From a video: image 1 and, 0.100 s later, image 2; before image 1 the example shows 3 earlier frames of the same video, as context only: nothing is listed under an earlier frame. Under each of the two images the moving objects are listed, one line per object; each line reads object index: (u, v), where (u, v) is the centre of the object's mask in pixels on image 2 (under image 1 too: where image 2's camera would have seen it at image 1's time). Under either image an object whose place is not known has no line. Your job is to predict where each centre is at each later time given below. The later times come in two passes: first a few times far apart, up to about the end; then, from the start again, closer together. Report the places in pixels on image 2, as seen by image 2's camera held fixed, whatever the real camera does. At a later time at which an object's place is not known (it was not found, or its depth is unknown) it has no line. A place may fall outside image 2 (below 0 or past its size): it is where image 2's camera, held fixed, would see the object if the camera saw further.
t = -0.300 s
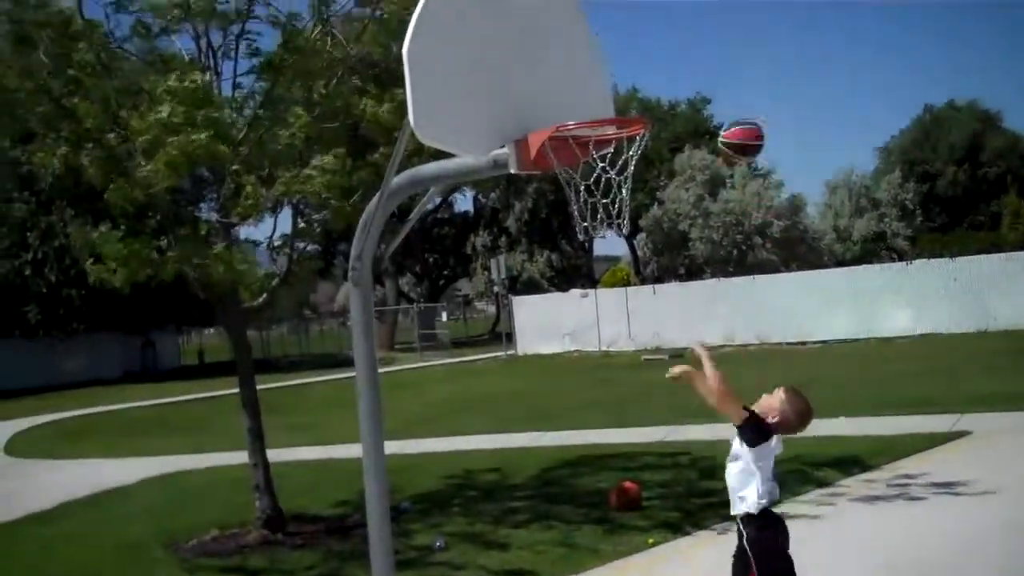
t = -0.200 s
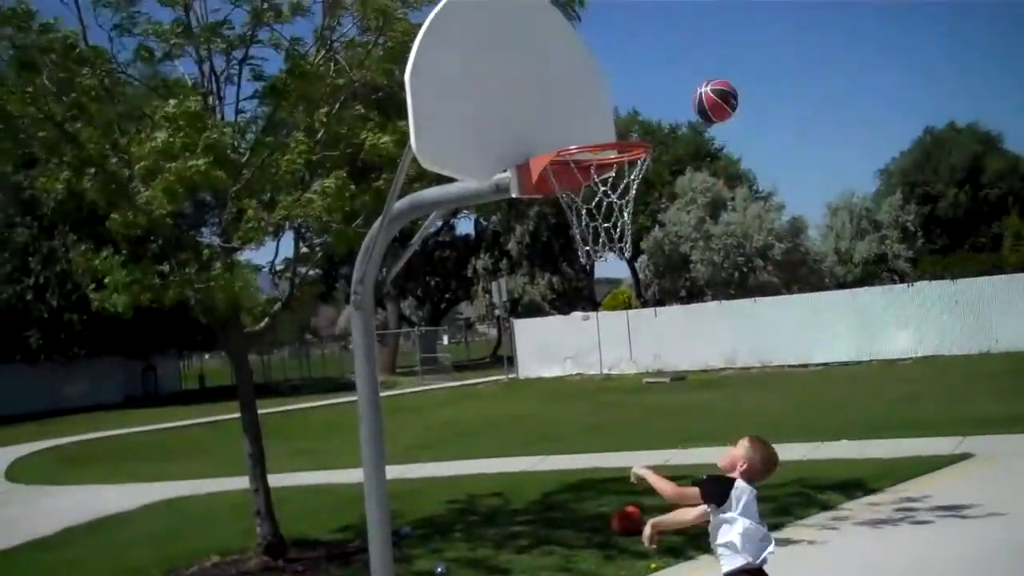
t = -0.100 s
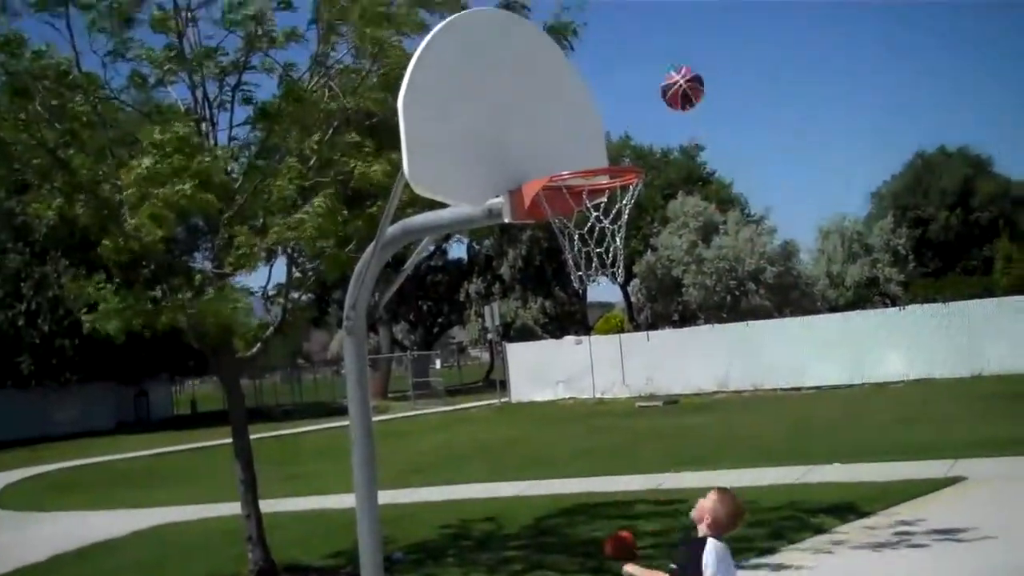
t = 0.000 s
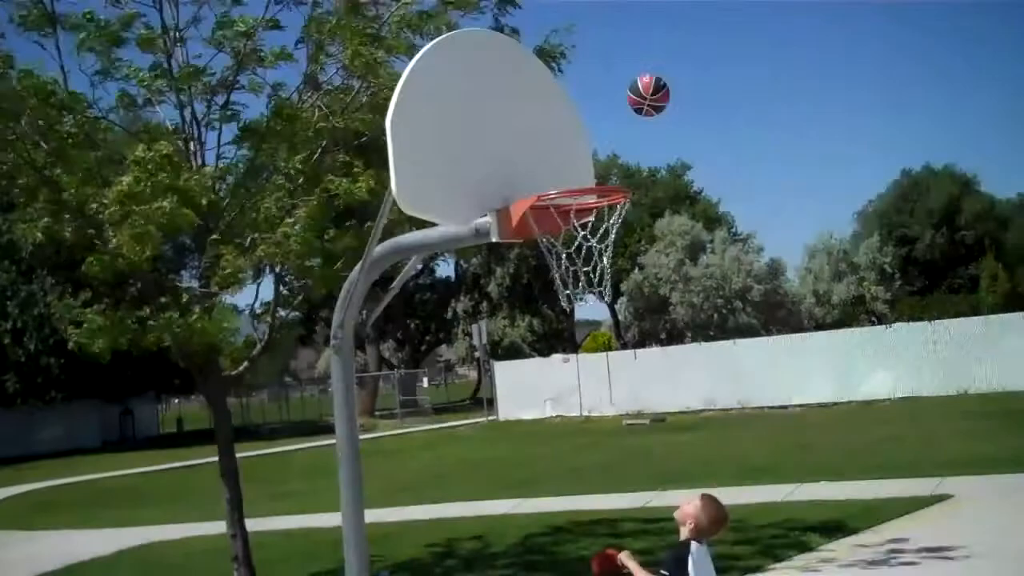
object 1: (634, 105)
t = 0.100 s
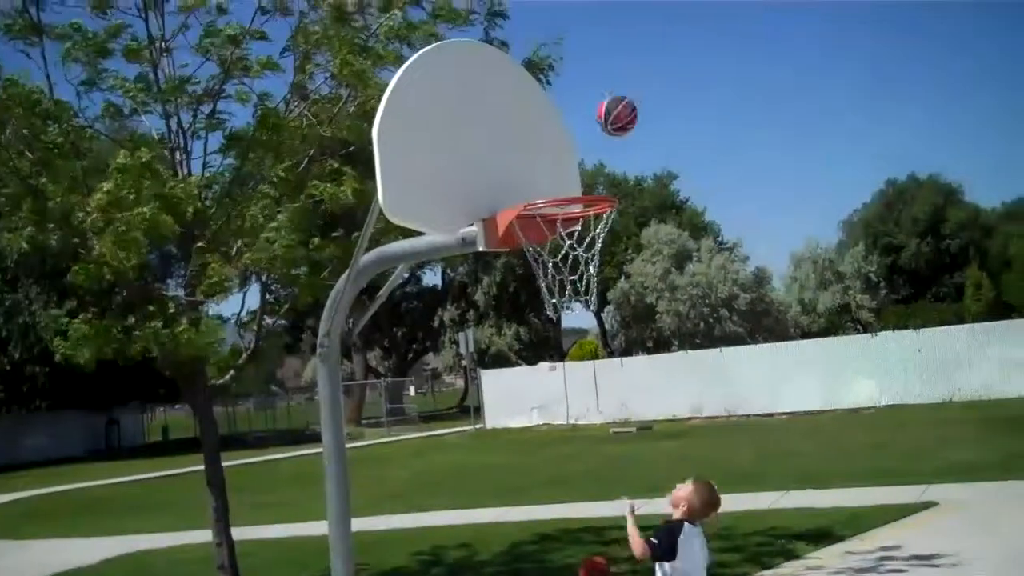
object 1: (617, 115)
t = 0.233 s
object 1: (596, 162)
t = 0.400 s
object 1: (572, 286)
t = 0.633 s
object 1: (565, 523)
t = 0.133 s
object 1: (612, 125)
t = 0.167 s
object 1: (608, 136)
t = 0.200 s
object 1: (603, 148)
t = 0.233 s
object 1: (596, 162)
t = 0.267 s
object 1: (591, 179)
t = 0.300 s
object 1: (588, 189)
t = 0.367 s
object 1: (571, 260)
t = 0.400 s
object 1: (572, 286)
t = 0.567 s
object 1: (567, 441)
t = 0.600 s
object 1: (566, 480)
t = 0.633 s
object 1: (565, 523)
